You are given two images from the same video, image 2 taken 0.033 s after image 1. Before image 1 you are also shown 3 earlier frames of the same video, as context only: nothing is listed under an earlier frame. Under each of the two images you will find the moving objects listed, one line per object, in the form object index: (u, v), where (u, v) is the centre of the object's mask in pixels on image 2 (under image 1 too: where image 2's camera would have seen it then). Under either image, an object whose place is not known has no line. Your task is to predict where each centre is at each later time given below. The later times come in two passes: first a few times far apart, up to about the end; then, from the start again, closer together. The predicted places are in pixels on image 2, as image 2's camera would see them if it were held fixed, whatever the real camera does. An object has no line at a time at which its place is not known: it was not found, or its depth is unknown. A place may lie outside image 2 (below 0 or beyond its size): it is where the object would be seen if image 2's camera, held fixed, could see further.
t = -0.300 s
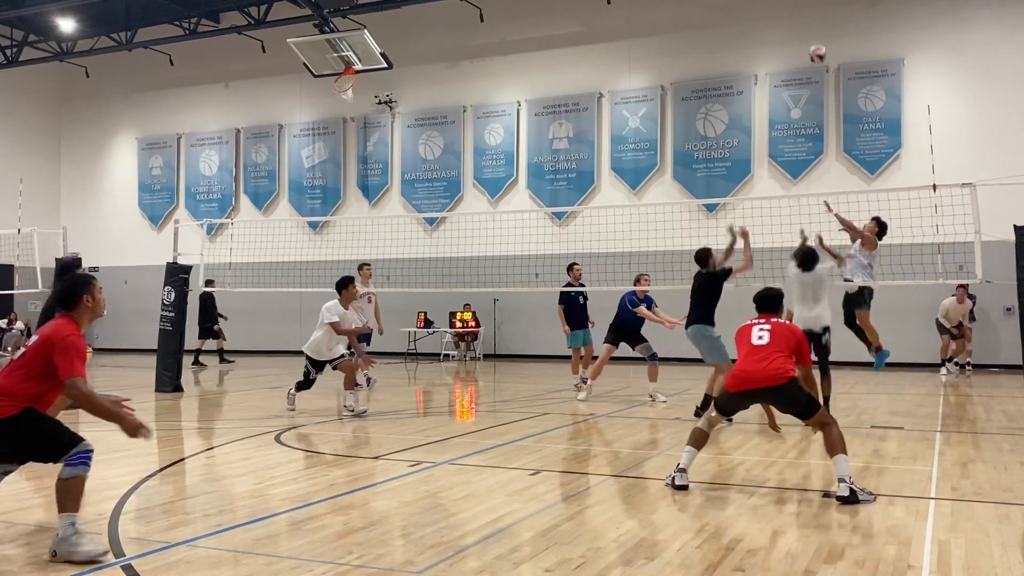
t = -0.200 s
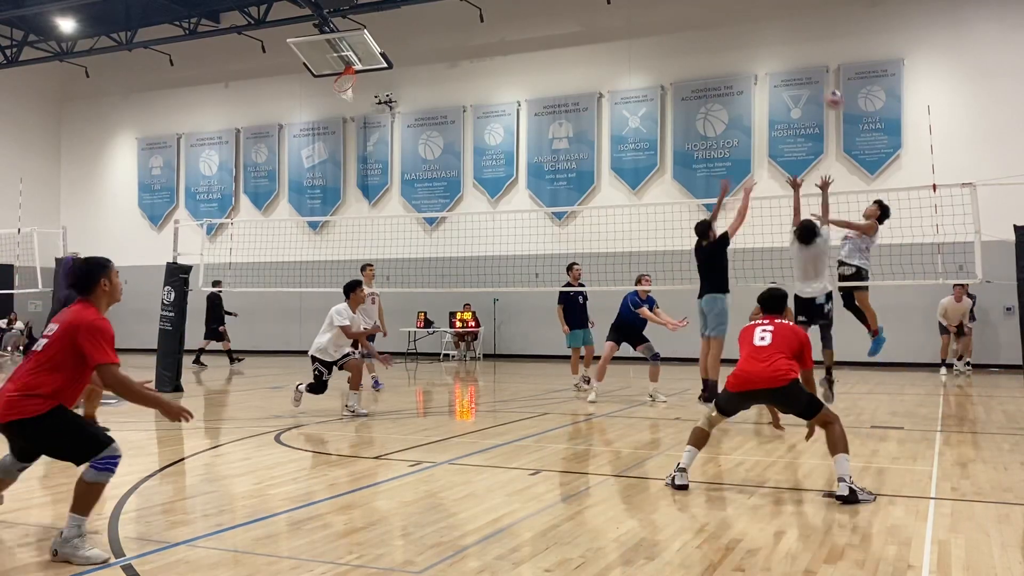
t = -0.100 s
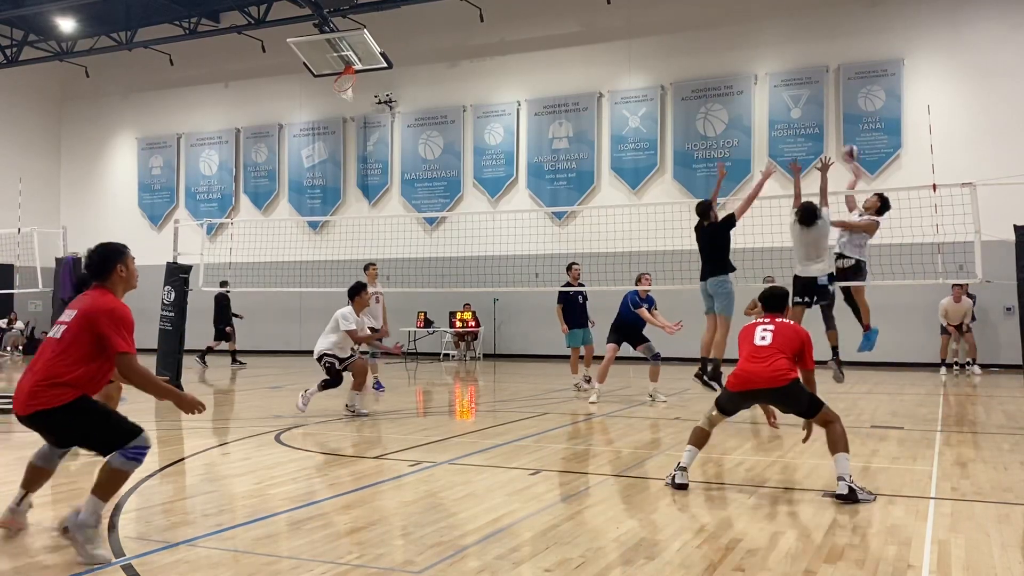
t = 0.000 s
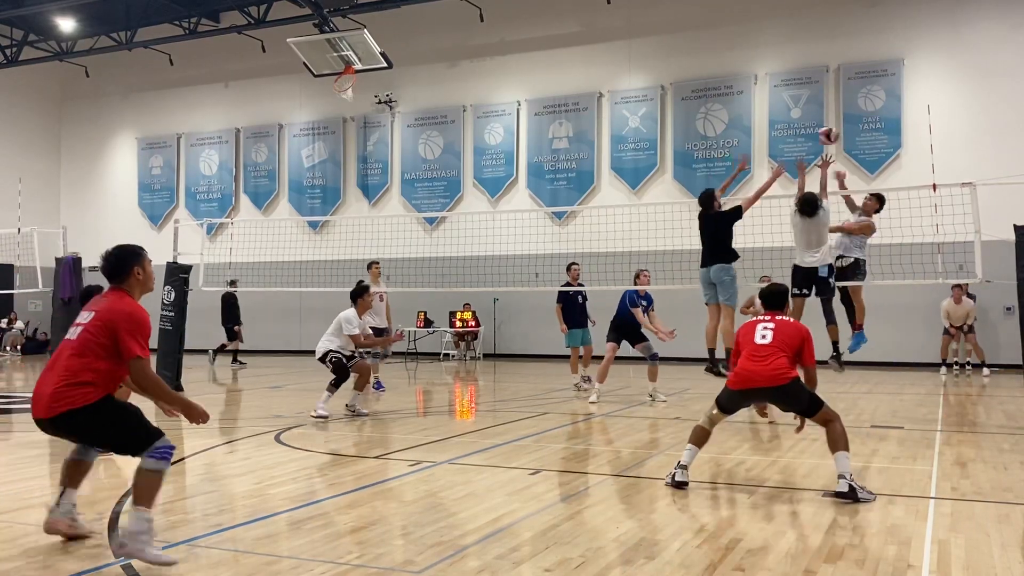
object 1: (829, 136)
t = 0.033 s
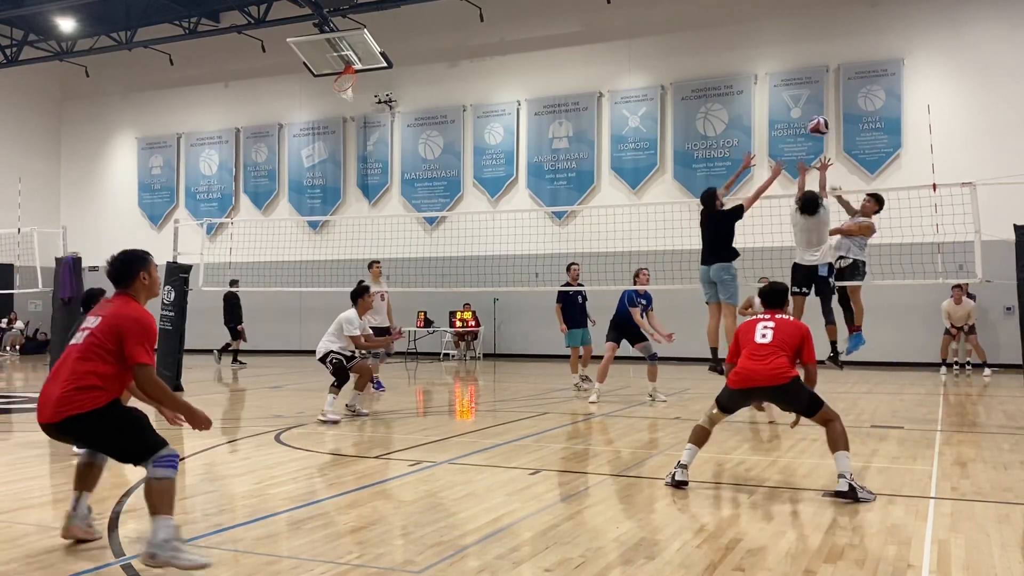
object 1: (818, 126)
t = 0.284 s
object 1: (725, 97)
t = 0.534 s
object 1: (548, 213)
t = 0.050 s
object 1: (813, 121)
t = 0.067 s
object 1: (808, 119)
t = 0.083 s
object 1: (803, 115)
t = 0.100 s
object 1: (797, 111)
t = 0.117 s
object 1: (792, 108)
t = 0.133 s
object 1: (786, 105)
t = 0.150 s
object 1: (780, 103)
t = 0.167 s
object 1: (774, 101)
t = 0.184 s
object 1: (768, 99)
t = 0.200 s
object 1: (760, 98)
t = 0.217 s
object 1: (754, 97)
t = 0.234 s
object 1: (747, 96)
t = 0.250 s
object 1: (739, 97)
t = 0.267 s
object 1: (732, 96)
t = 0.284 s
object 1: (725, 97)
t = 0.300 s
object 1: (717, 98)
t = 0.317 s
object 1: (708, 100)
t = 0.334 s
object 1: (698, 102)
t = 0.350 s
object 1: (690, 106)
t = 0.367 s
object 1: (681, 111)
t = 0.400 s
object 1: (659, 121)
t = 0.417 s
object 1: (648, 128)
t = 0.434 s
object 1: (636, 136)
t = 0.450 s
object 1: (623, 146)
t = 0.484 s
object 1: (597, 167)
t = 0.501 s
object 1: (581, 180)
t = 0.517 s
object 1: (566, 195)
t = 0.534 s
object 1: (548, 213)
